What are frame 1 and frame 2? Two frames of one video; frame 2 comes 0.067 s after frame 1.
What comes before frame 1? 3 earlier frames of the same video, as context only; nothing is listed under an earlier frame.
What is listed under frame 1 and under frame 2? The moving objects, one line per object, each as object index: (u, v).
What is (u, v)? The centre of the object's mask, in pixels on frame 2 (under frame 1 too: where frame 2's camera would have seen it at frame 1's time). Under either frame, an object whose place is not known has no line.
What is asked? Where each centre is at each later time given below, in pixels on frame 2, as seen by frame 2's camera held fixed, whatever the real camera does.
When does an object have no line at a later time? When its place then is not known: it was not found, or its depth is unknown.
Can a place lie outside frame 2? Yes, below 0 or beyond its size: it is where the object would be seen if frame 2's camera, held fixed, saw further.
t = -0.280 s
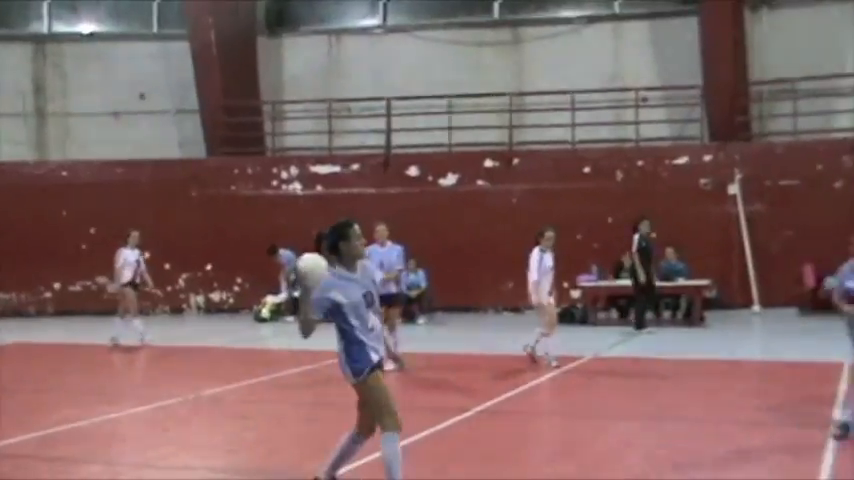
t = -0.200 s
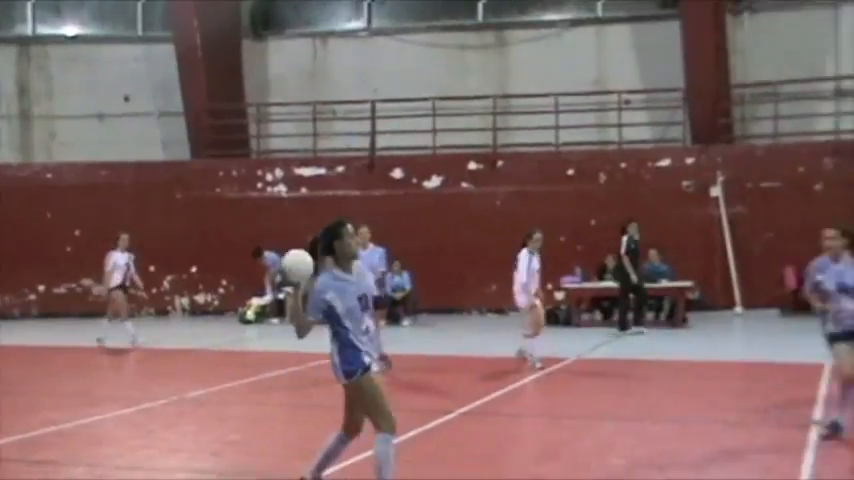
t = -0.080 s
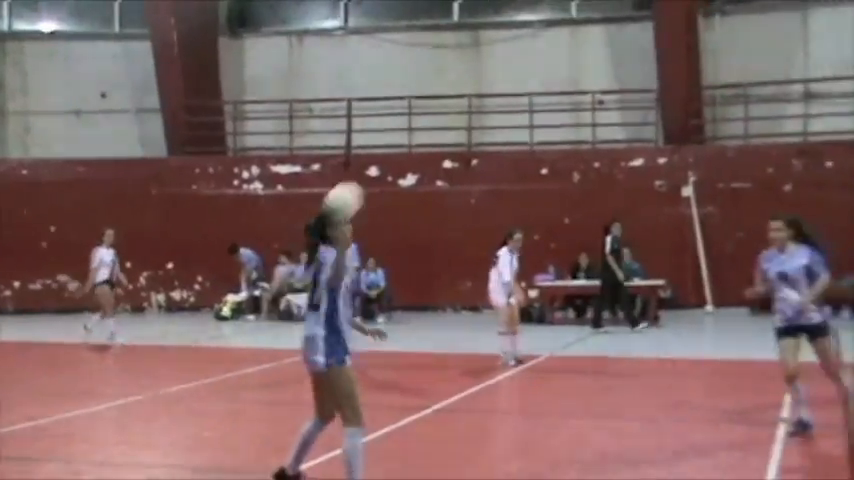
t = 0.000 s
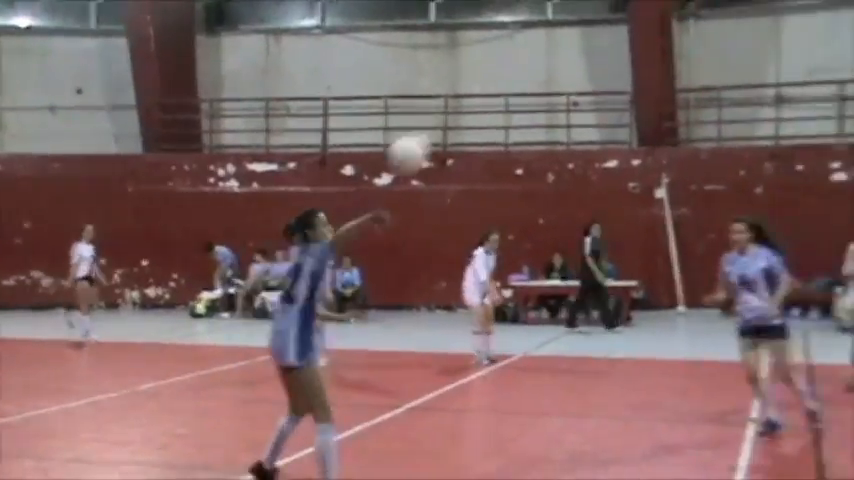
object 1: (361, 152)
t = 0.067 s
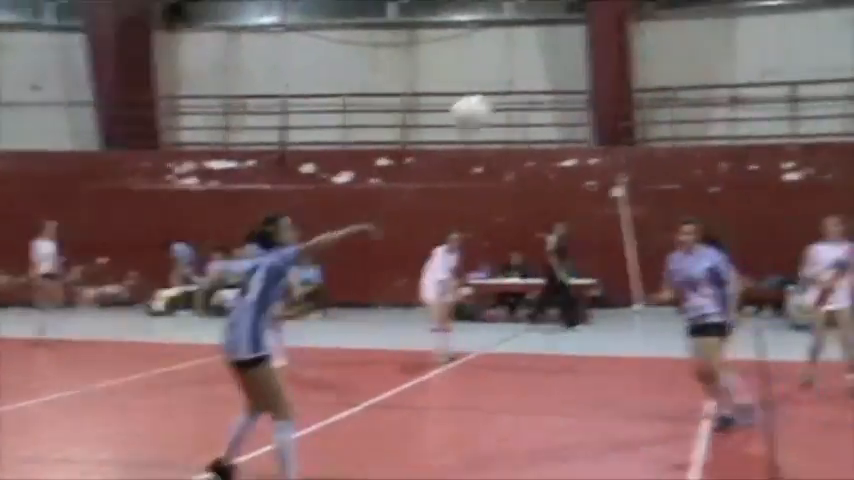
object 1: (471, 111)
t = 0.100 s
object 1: (524, 96)
